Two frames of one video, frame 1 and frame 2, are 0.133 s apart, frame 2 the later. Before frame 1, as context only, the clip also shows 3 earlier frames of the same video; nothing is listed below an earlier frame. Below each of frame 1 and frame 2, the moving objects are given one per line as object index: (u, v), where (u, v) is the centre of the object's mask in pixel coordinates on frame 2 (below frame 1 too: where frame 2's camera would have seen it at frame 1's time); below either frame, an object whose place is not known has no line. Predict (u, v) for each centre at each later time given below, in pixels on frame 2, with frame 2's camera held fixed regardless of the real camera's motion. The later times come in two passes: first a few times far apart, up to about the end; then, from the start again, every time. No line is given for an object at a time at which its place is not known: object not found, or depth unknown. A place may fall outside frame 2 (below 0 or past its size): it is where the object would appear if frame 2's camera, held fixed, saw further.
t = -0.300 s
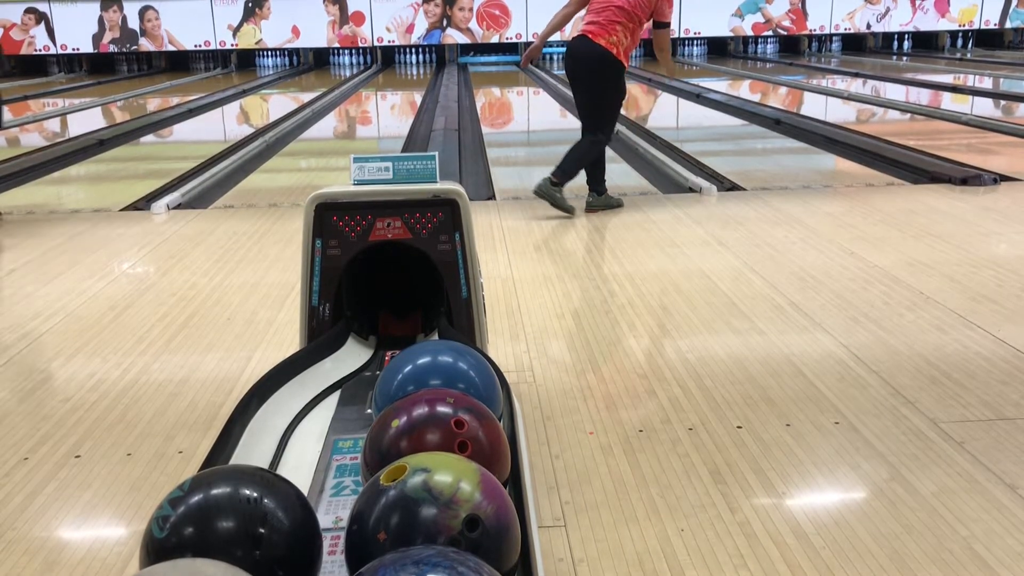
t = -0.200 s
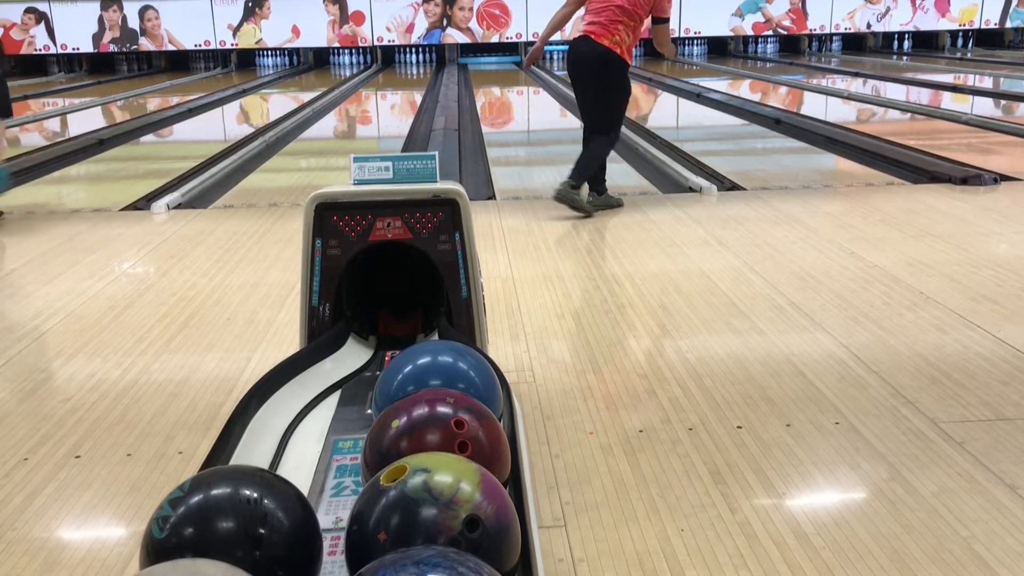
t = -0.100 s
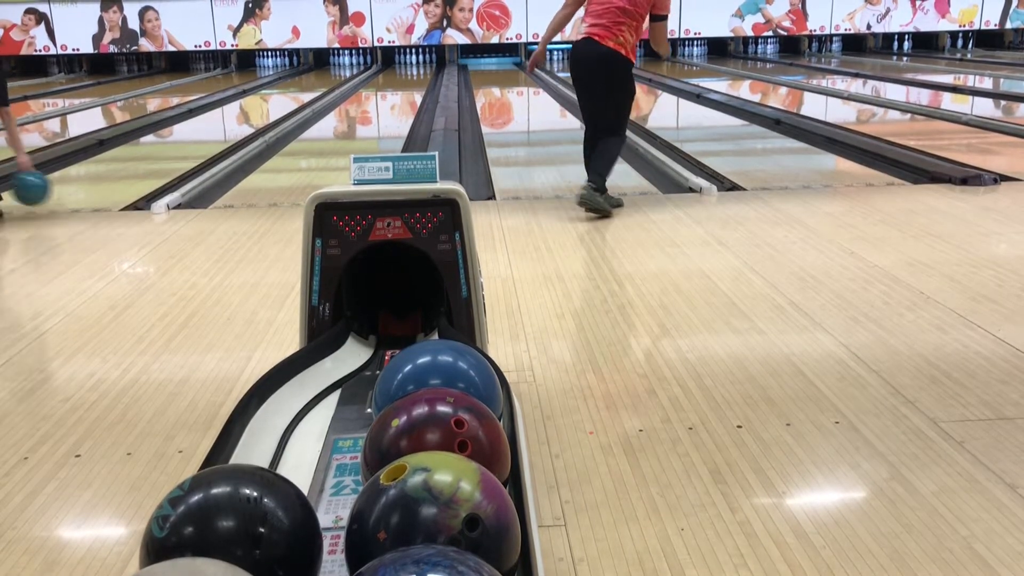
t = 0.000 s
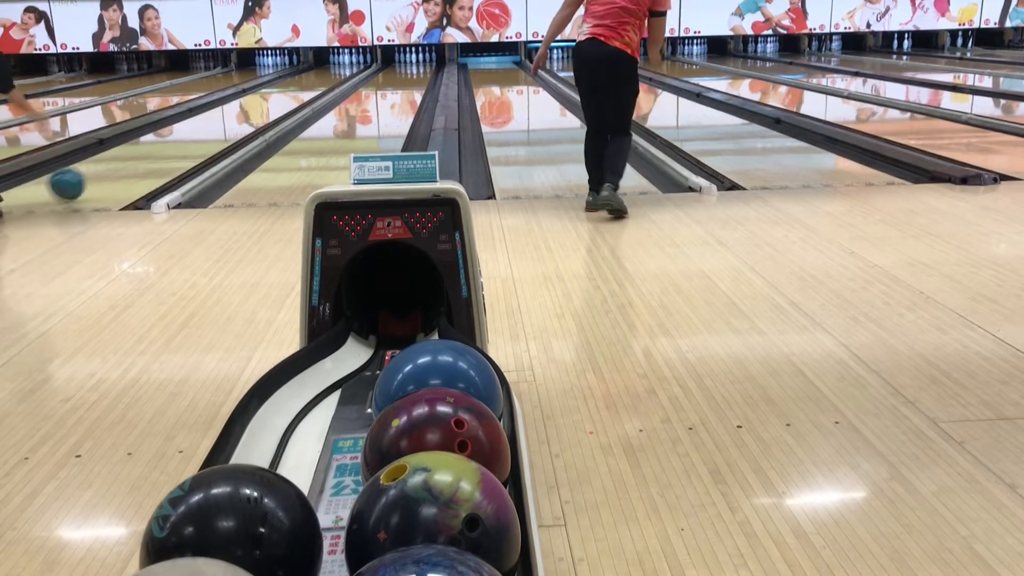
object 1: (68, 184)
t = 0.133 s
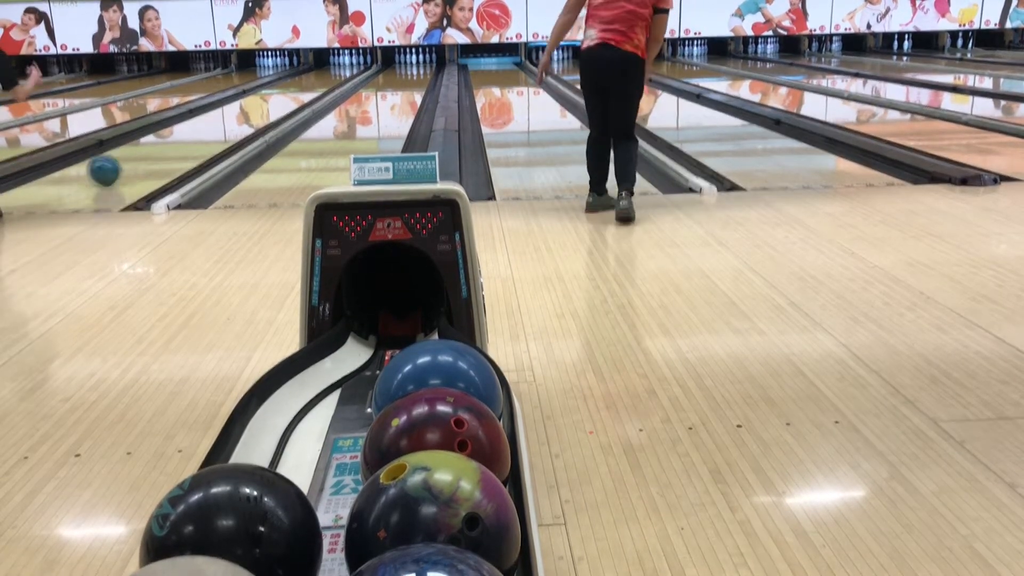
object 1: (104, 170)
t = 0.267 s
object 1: (135, 157)
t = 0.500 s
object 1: (177, 138)
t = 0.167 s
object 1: (112, 167)
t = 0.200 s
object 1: (121, 163)
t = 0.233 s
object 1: (128, 160)
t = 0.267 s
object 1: (135, 157)
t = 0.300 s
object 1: (142, 154)
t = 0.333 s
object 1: (148, 151)
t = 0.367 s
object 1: (155, 148)
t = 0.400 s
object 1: (160, 145)
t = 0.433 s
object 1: (166, 143)
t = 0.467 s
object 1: (172, 140)
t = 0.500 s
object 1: (177, 138)
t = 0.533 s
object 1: (182, 136)
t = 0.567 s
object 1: (187, 133)
